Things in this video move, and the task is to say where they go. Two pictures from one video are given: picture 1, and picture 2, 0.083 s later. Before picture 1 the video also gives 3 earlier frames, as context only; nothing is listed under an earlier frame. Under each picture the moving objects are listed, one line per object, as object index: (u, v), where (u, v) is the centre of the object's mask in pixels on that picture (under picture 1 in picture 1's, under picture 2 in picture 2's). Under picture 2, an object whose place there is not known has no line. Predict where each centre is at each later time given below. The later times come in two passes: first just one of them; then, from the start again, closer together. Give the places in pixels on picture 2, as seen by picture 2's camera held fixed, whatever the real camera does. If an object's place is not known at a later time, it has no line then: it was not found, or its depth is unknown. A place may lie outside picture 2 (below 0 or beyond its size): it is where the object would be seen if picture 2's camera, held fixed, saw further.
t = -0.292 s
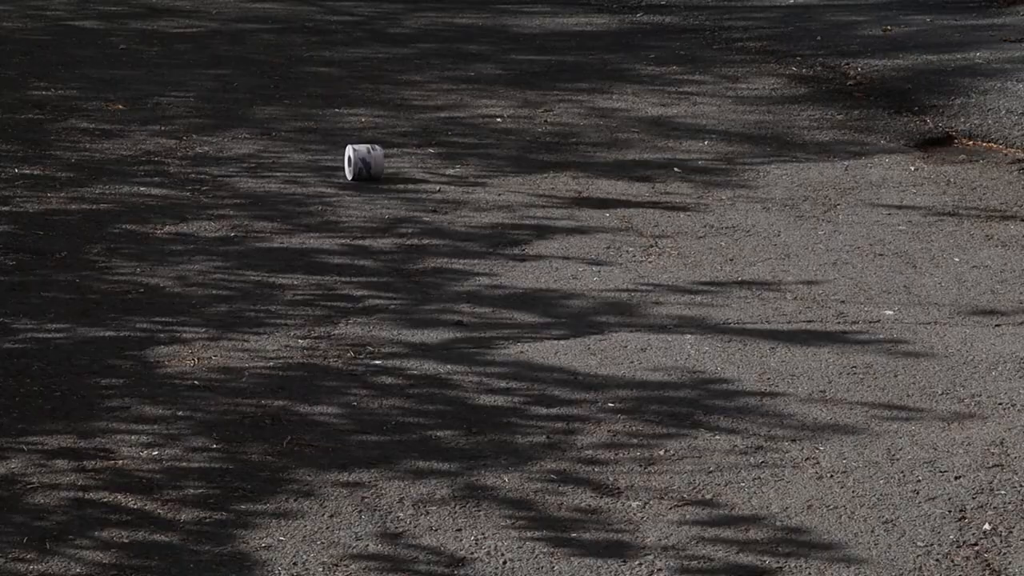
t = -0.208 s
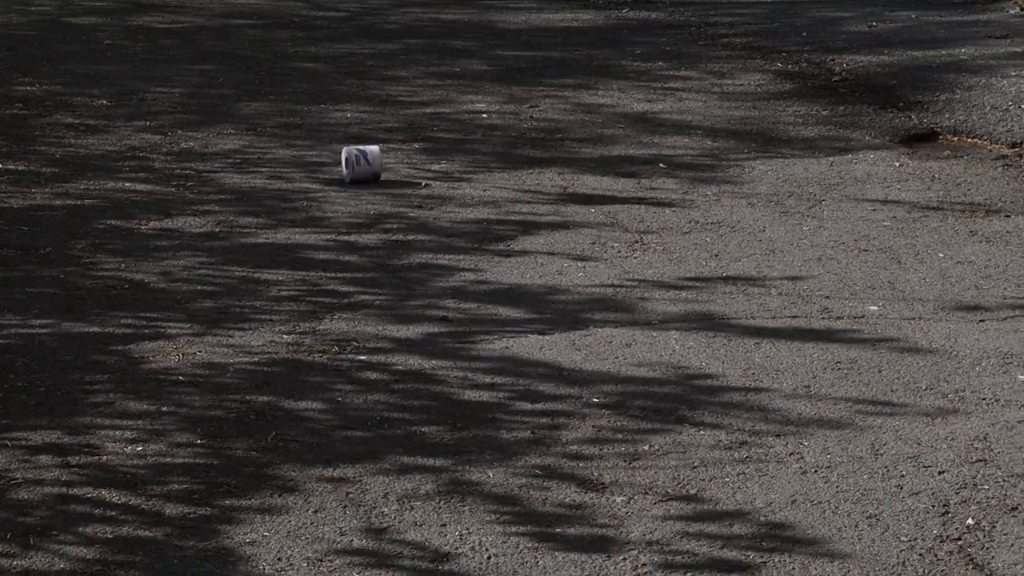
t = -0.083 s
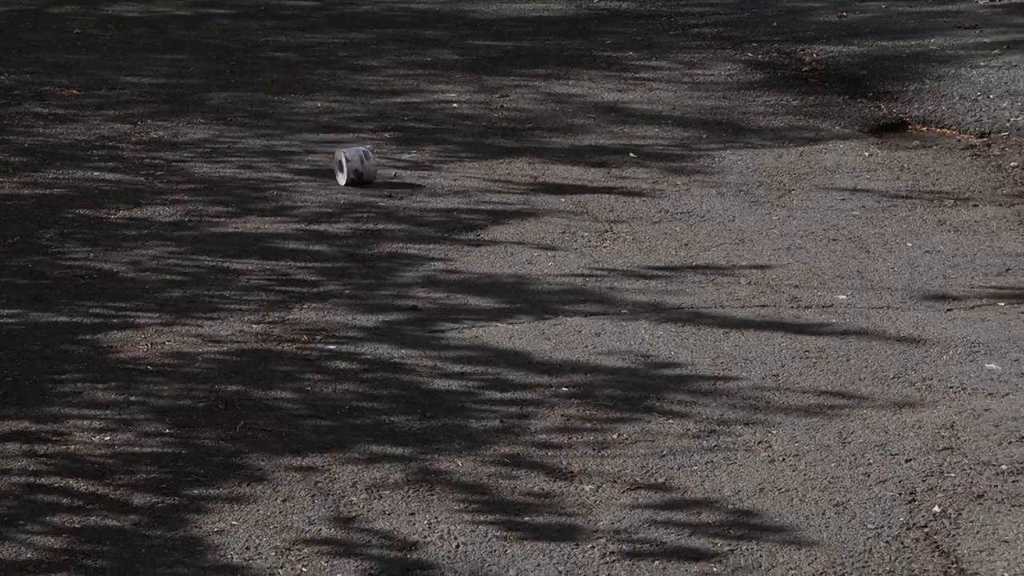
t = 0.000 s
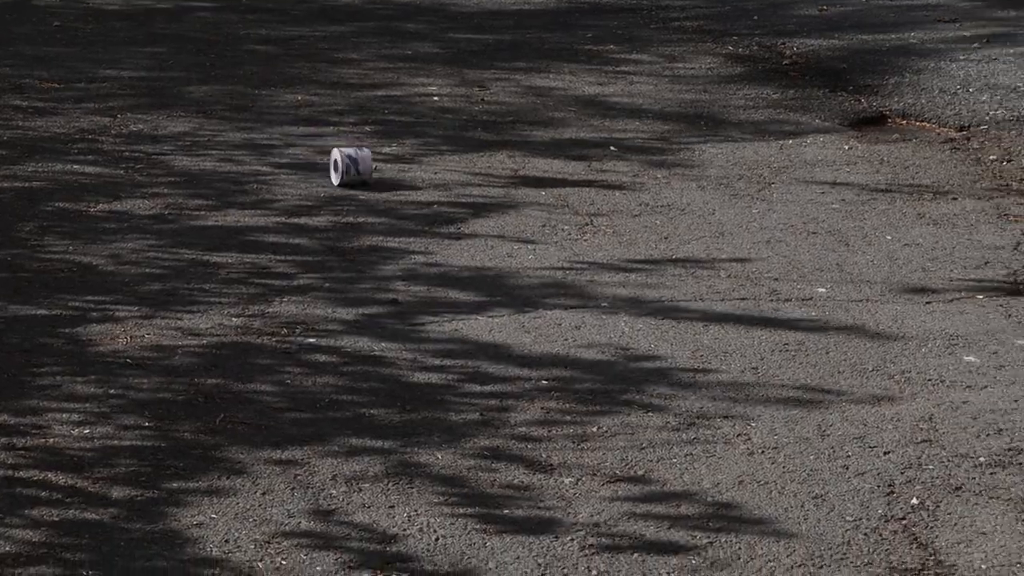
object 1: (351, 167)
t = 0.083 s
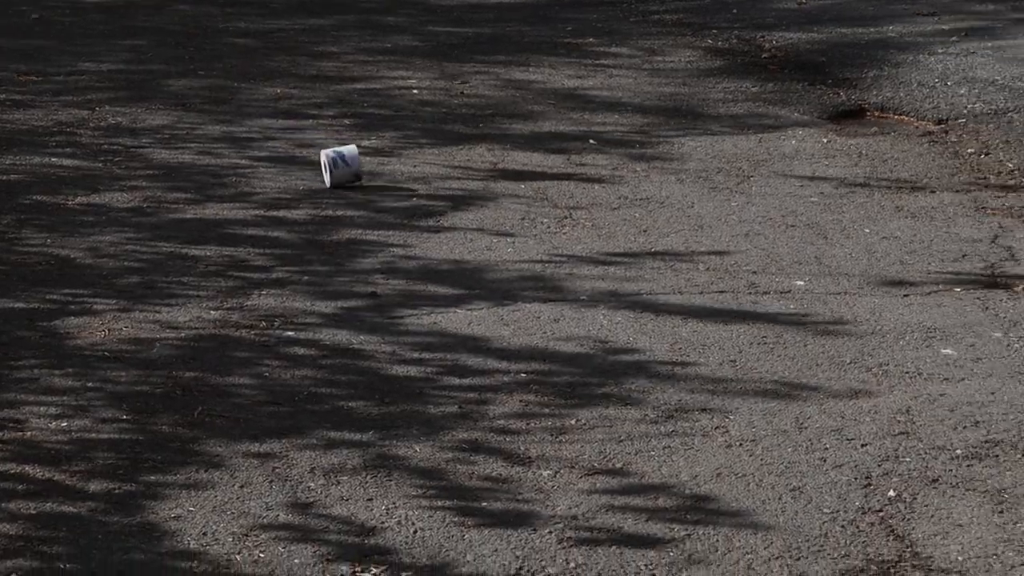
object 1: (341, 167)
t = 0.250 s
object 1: (358, 186)
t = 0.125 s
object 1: (345, 173)
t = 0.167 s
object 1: (349, 176)
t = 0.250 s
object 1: (358, 186)
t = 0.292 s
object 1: (364, 192)
